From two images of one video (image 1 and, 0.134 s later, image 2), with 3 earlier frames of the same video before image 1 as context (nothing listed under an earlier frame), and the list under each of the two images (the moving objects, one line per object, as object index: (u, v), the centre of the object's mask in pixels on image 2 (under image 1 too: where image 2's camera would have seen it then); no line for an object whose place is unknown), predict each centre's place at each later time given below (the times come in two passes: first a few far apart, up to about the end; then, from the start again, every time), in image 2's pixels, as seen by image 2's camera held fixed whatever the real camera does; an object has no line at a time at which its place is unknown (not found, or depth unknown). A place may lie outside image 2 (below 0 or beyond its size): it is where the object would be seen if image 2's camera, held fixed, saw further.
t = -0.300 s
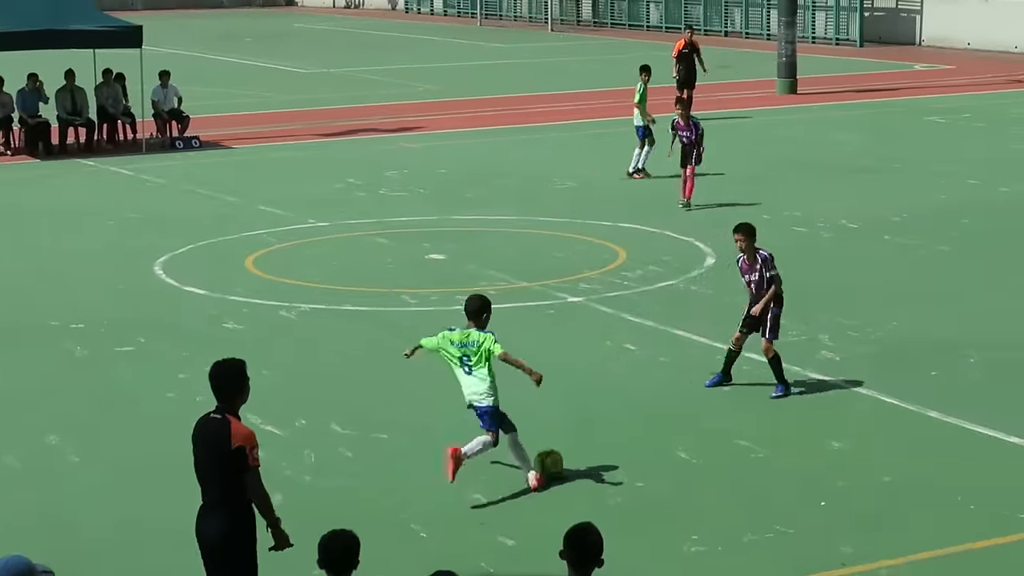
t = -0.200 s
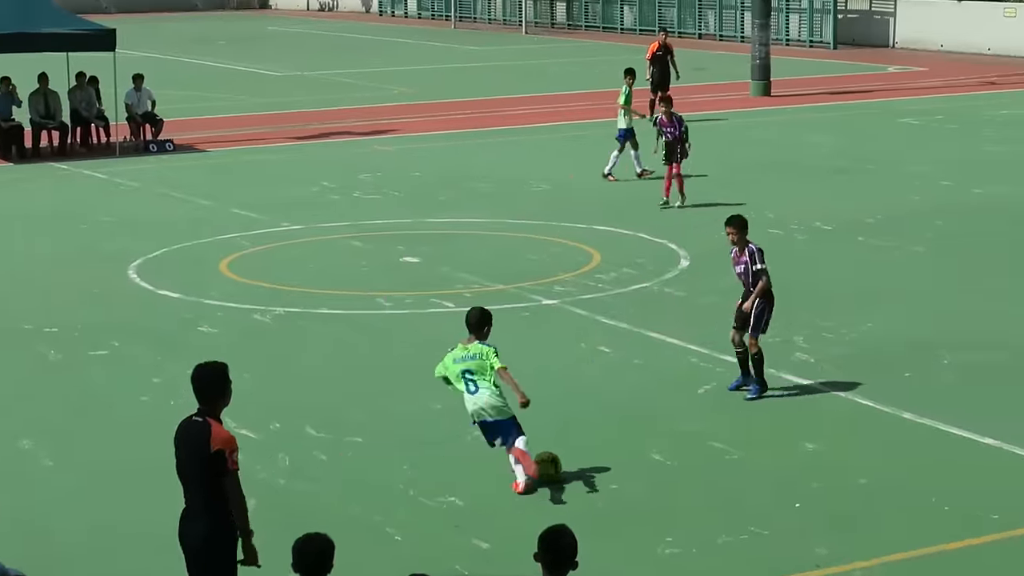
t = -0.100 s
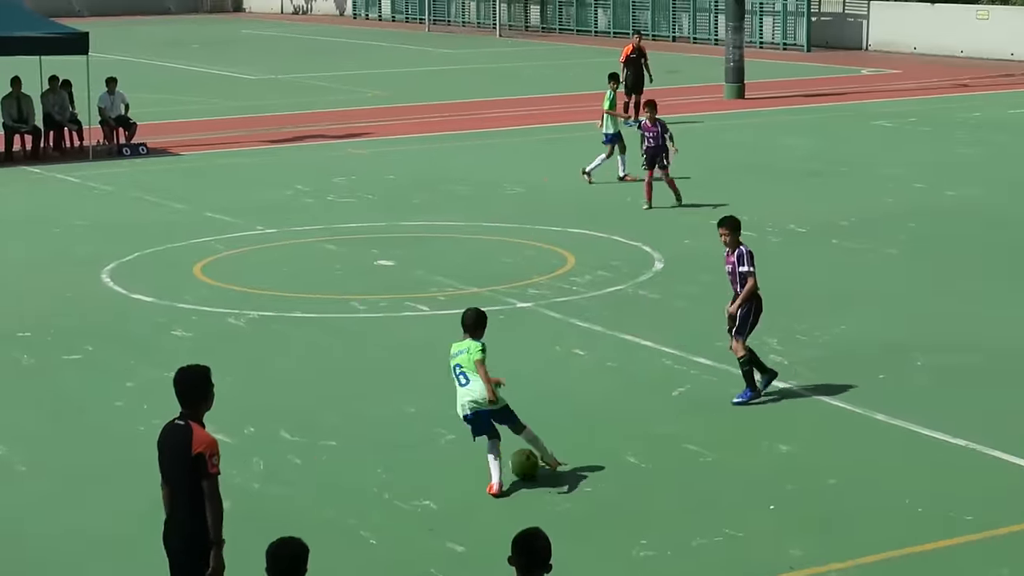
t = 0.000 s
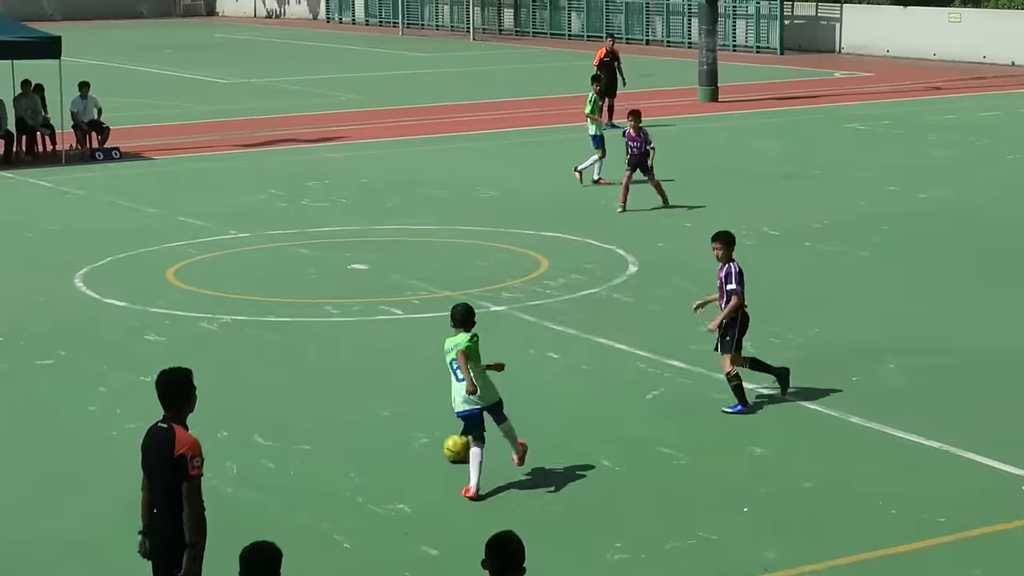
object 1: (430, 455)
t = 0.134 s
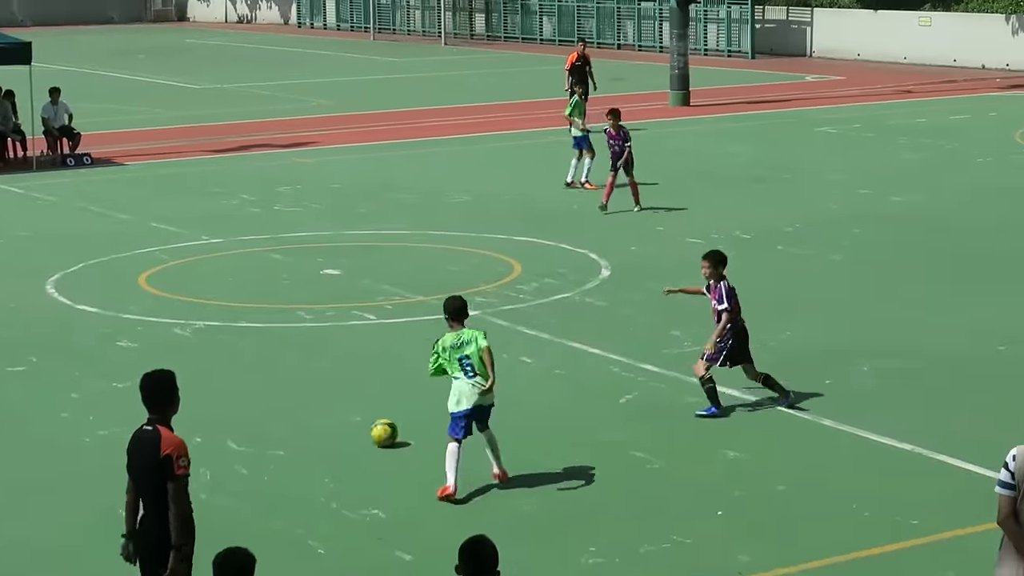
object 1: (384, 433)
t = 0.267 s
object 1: (349, 417)
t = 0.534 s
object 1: (288, 389)
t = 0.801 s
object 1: (232, 365)
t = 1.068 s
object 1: (180, 345)
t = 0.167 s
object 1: (375, 429)
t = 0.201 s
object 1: (366, 425)
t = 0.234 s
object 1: (357, 420)
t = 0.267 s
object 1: (349, 417)
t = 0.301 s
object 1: (341, 412)
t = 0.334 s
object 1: (333, 409)
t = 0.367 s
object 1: (326, 406)
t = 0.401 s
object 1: (318, 403)
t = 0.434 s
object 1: (310, 399)
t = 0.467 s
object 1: (303, 396)
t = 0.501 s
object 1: (295, 393)
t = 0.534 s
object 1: (288, 389)
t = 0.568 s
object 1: (280, 386)
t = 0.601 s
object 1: (273, 383)
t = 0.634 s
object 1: (266, 380)
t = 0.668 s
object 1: (259, 377)
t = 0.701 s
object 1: (251, 373)
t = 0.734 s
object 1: (244, 371)
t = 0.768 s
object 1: (238, 368)
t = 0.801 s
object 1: (232, 365)
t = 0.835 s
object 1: (226, 360)
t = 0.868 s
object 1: (219, 356)
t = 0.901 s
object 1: (209, 353)
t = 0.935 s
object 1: (203, 353)
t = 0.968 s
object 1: (199, 352)
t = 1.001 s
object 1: (193, 350)
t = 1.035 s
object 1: (186, 347)
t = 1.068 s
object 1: (180, 345)
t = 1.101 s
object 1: (175, 343)
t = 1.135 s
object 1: (169, 340)
